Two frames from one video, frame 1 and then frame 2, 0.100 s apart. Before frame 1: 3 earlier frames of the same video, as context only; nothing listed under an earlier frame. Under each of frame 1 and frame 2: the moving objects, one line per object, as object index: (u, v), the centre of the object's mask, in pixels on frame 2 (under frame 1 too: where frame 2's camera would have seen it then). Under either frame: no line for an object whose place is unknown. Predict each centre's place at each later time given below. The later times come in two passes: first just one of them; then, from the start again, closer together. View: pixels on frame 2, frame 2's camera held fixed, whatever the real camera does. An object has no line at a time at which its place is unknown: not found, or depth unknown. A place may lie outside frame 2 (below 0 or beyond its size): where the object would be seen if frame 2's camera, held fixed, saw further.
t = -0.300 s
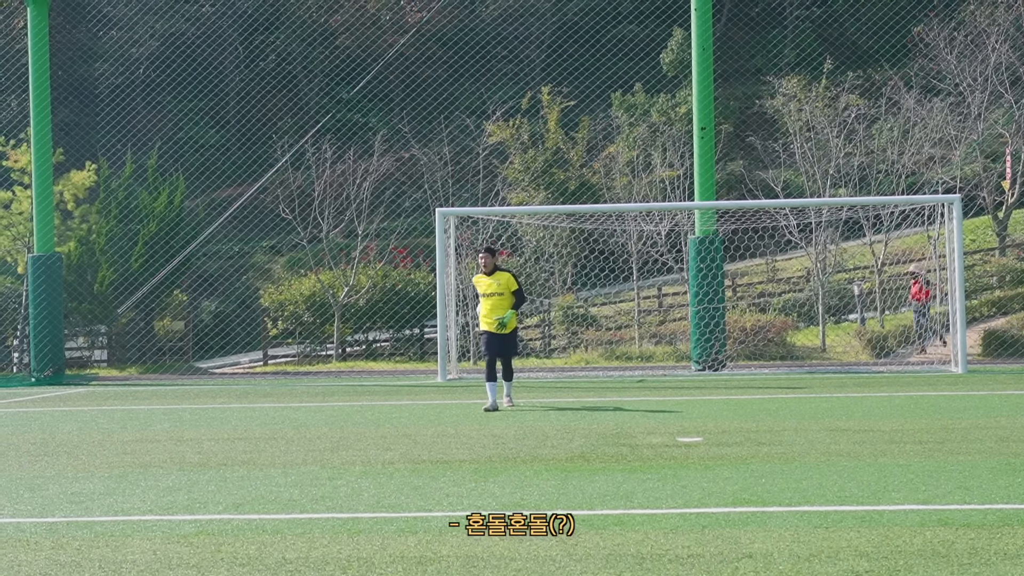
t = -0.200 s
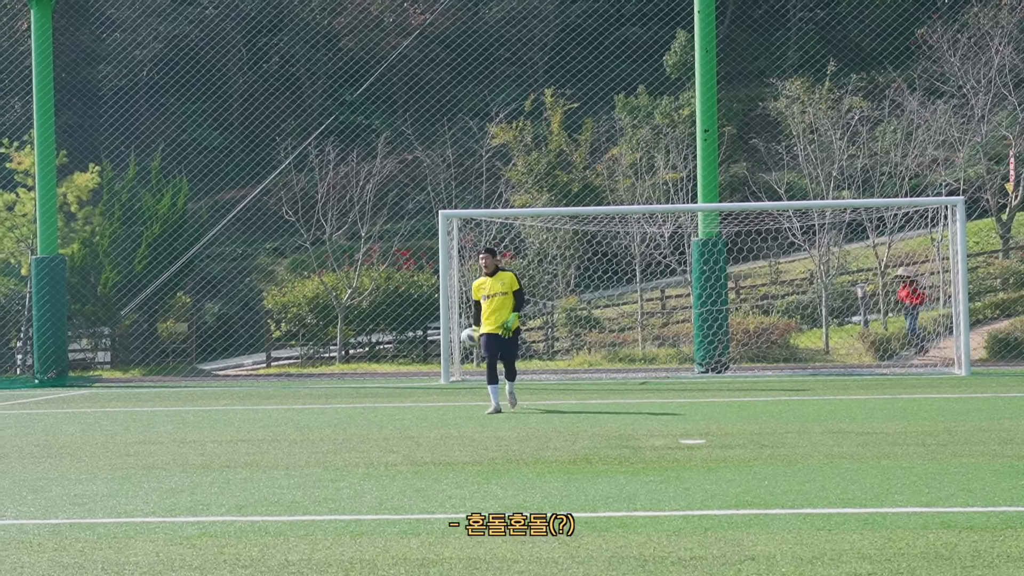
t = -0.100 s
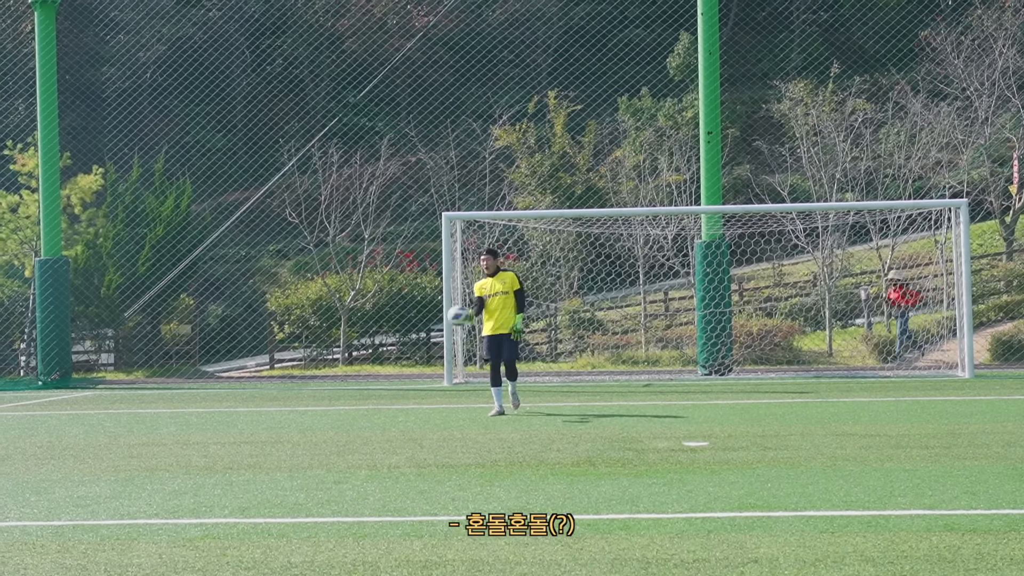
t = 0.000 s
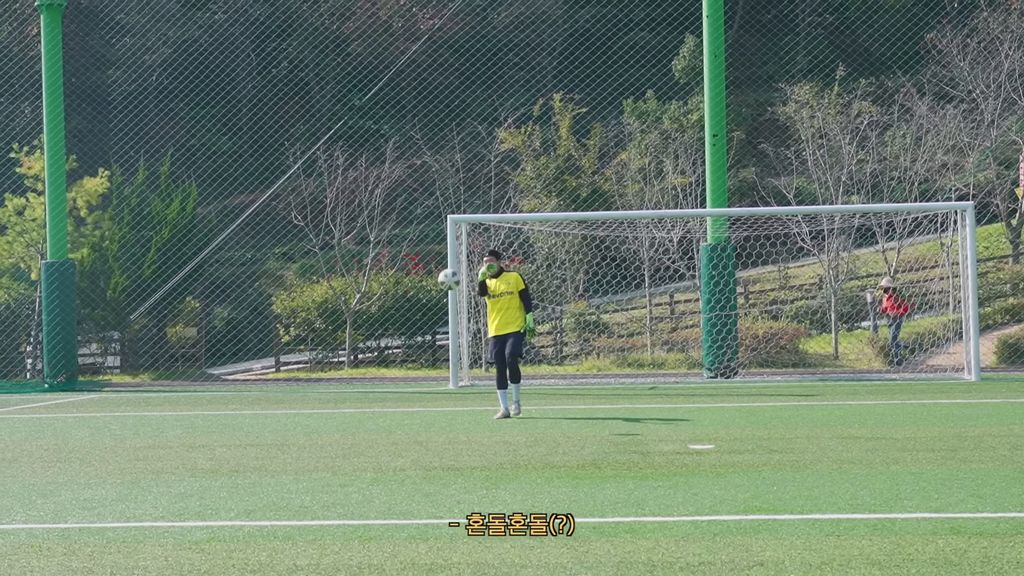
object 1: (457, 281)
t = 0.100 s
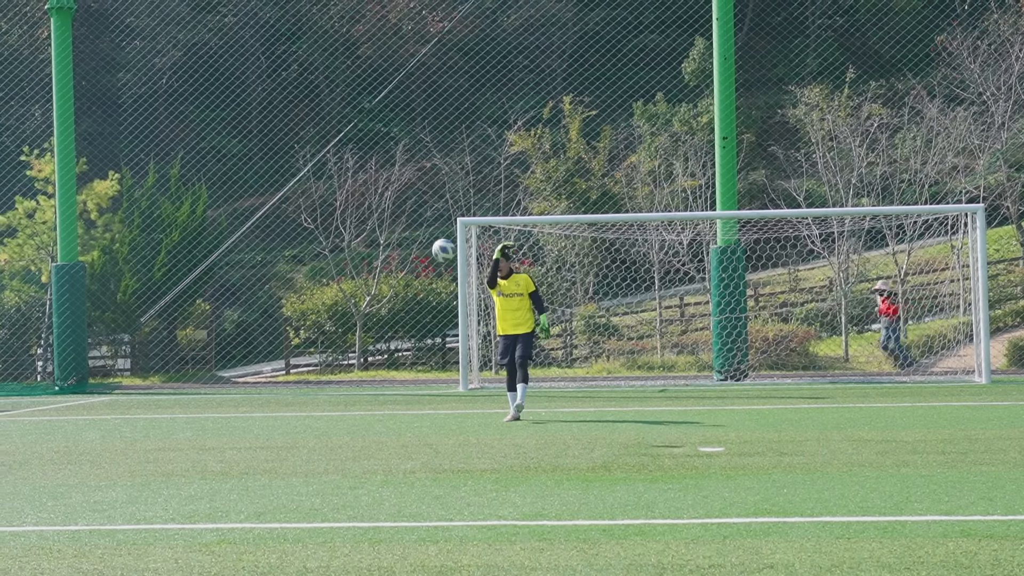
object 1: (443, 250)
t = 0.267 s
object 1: (419, 213)
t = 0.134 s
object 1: (437, 236)
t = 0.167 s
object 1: (432, 230)
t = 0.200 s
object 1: (428, 223)
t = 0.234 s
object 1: (423, 217)
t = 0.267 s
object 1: (419, 213)
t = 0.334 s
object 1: (409, 208)
